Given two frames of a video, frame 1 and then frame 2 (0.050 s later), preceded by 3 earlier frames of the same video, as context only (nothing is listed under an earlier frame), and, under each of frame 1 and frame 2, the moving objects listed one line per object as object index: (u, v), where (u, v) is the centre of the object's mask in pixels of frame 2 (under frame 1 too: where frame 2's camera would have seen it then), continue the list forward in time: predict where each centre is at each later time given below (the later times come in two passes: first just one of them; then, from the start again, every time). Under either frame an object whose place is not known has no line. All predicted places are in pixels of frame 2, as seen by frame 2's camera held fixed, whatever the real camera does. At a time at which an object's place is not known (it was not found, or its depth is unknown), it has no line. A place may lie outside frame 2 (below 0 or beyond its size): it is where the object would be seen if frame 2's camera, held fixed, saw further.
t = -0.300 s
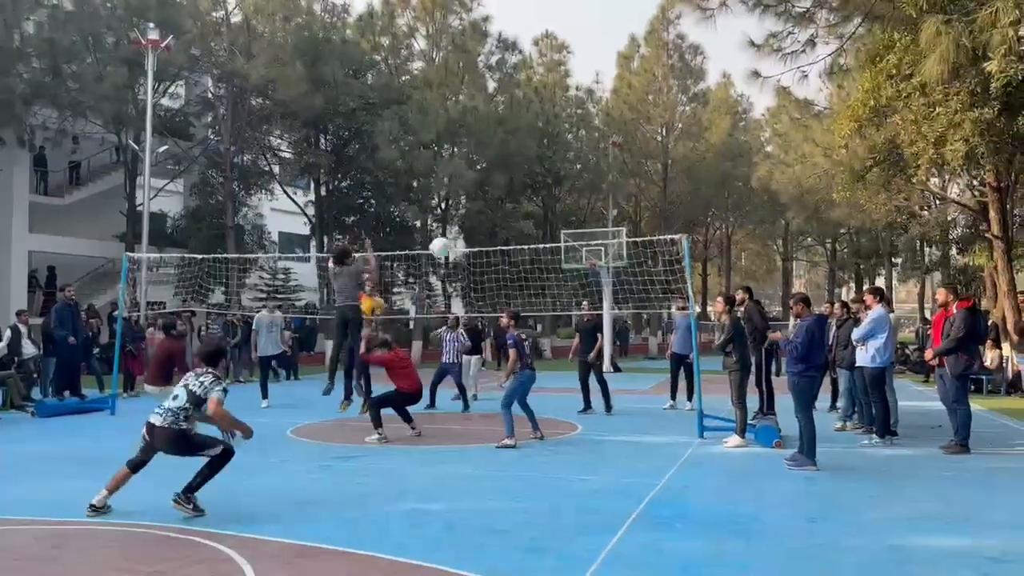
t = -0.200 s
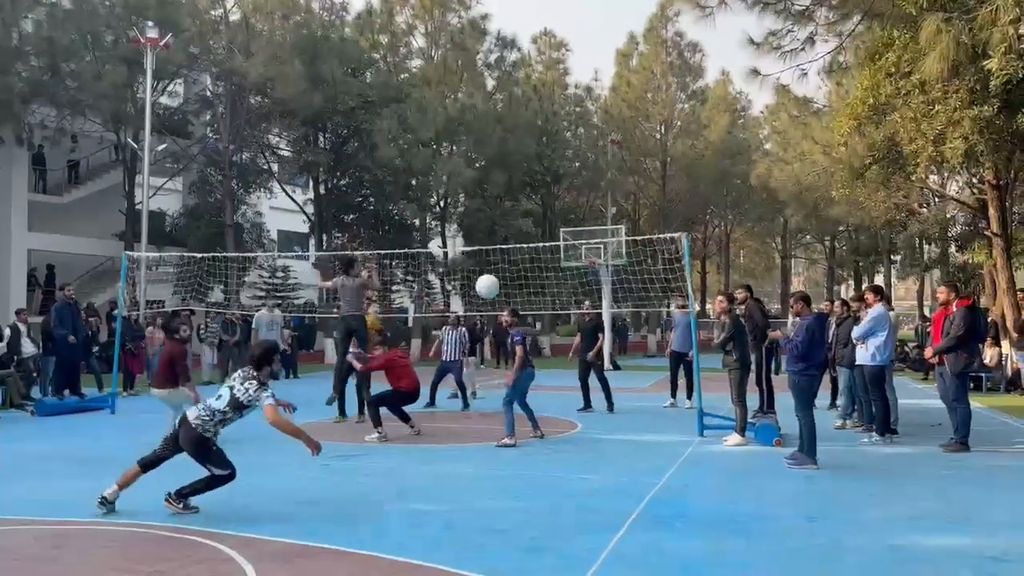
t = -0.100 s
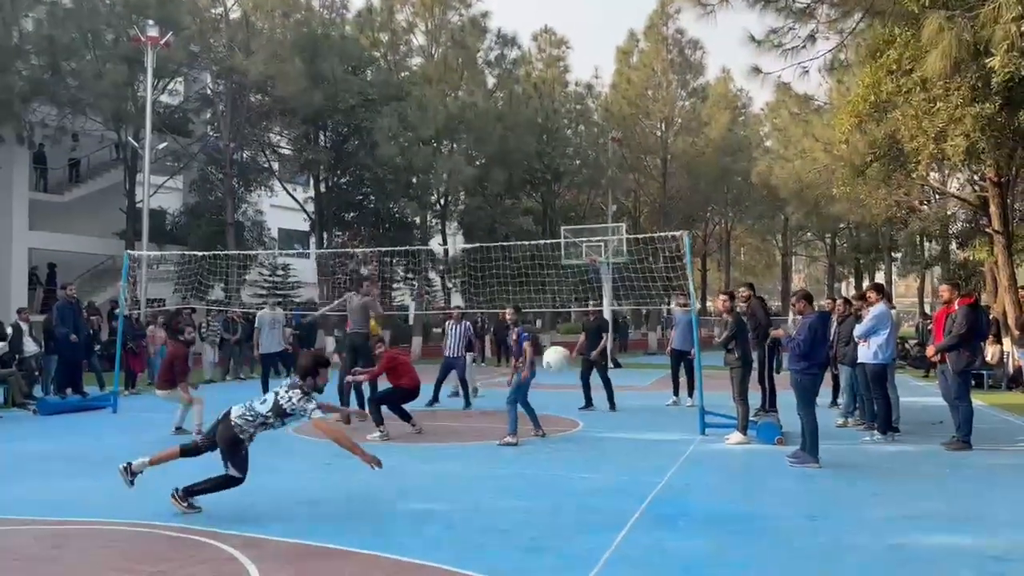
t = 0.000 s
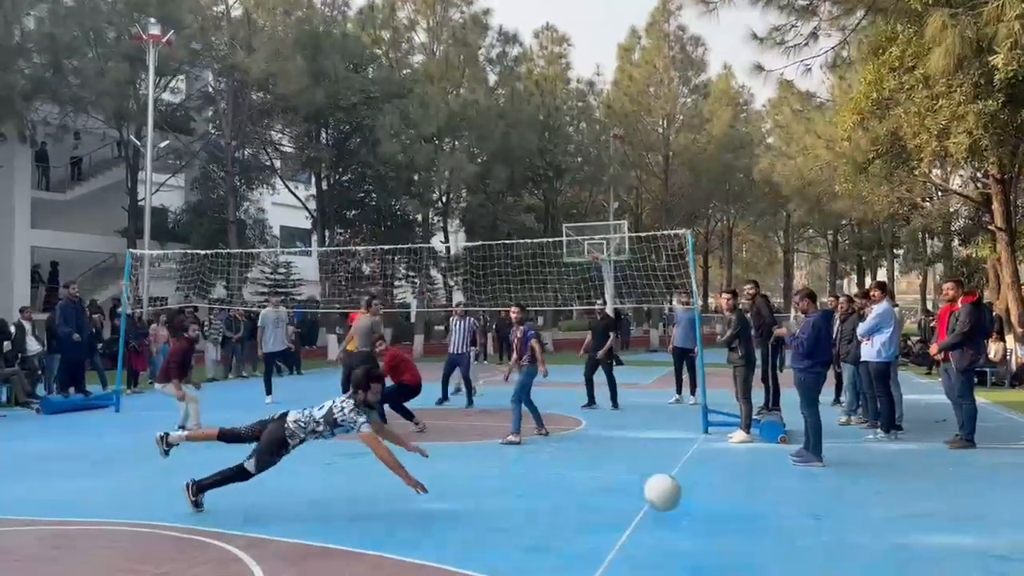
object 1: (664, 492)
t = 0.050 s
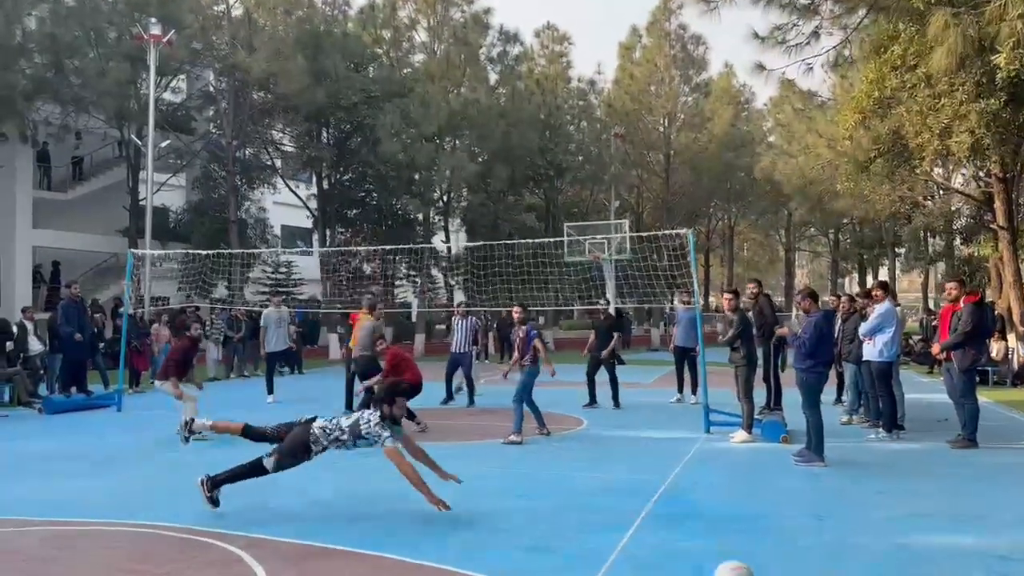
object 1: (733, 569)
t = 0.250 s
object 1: (1005, 363)
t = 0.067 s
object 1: (751, 561)
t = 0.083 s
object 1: (770, 546)
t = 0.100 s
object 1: (790, 529)
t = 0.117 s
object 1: (811, 512)
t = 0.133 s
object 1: (833, 495)
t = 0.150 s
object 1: (855, 477)
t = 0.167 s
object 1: (879, 457)
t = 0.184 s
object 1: (906, 439)
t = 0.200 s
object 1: (934, 420)
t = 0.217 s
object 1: (962, 403)
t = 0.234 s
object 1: (990, 384)
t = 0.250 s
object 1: (1005, 363)
